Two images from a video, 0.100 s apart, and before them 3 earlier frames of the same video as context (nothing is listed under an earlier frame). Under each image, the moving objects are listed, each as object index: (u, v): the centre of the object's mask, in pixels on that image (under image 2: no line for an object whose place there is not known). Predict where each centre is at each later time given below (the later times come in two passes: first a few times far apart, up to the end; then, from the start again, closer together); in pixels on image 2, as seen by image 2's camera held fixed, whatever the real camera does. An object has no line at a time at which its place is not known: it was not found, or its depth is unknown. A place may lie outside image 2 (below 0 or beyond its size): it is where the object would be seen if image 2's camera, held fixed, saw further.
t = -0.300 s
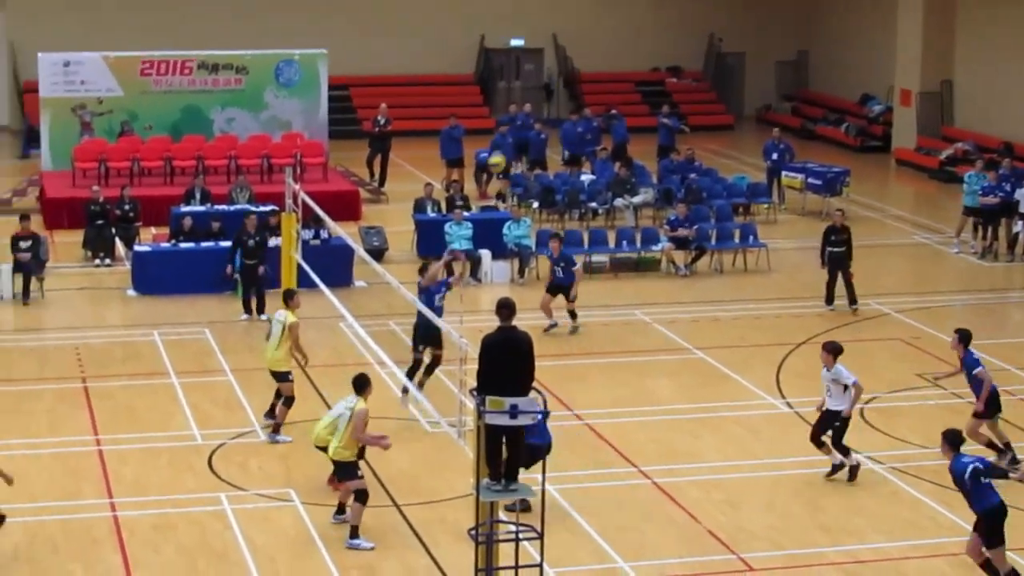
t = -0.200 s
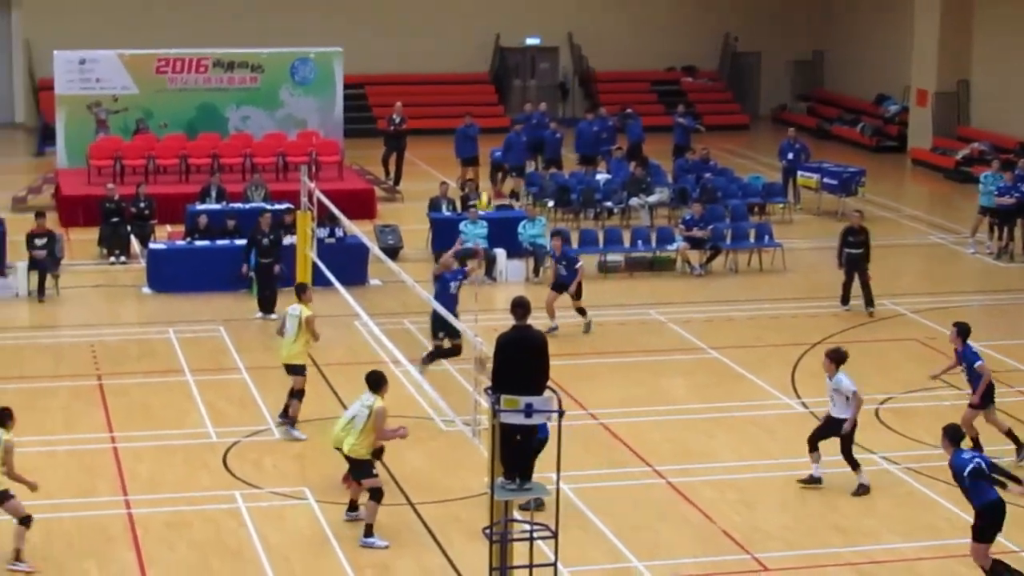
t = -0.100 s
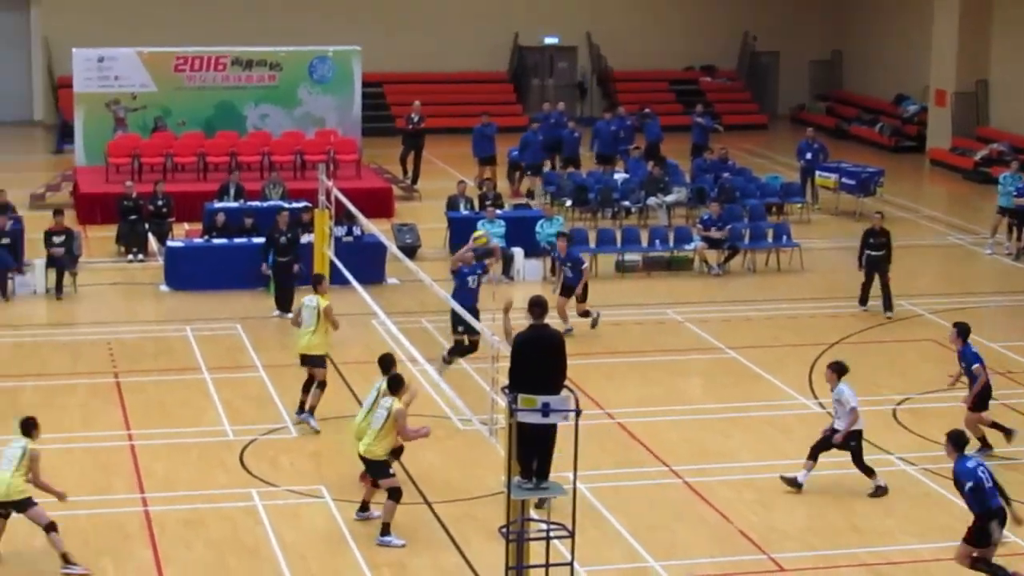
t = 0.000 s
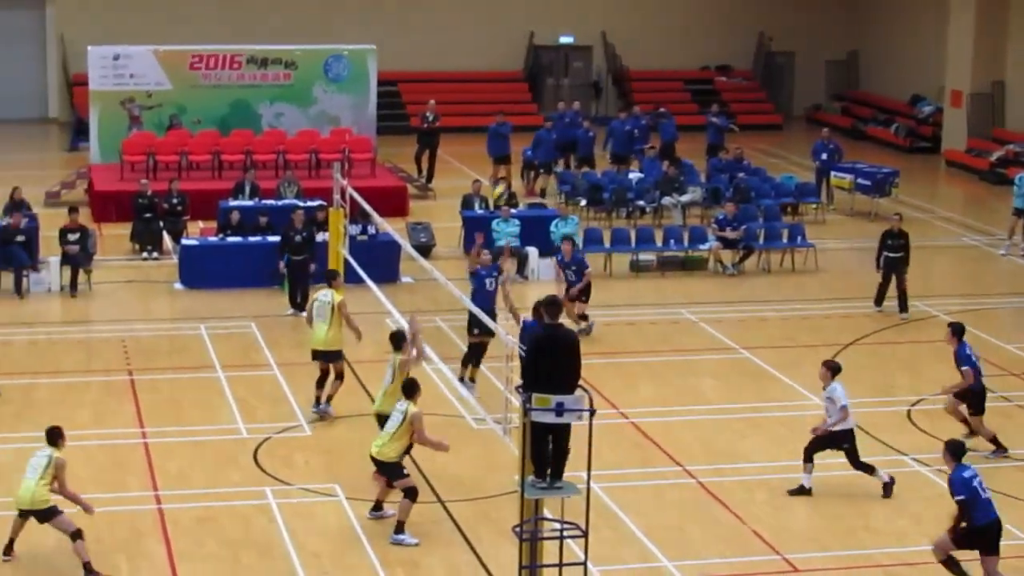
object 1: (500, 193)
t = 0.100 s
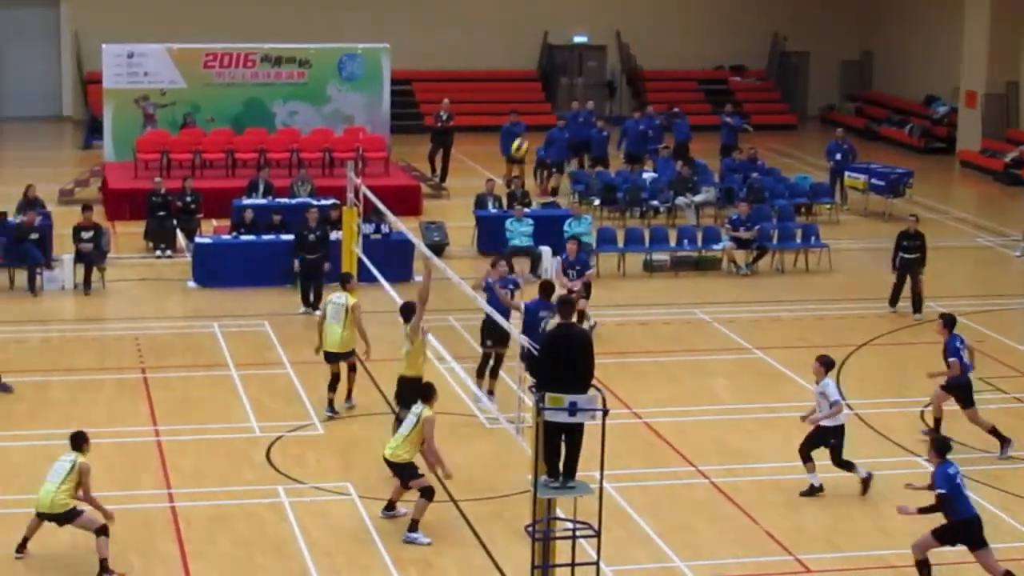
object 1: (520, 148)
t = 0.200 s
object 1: (530, 111)
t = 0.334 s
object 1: (542, 70)
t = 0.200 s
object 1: (530, 111)
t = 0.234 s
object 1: (533, 99)
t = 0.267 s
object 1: (536, 89)
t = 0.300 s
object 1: (539, 79)
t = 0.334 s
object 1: (542, 70)
